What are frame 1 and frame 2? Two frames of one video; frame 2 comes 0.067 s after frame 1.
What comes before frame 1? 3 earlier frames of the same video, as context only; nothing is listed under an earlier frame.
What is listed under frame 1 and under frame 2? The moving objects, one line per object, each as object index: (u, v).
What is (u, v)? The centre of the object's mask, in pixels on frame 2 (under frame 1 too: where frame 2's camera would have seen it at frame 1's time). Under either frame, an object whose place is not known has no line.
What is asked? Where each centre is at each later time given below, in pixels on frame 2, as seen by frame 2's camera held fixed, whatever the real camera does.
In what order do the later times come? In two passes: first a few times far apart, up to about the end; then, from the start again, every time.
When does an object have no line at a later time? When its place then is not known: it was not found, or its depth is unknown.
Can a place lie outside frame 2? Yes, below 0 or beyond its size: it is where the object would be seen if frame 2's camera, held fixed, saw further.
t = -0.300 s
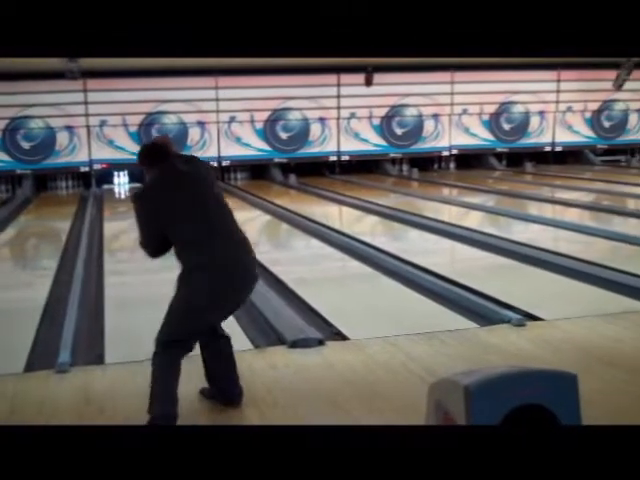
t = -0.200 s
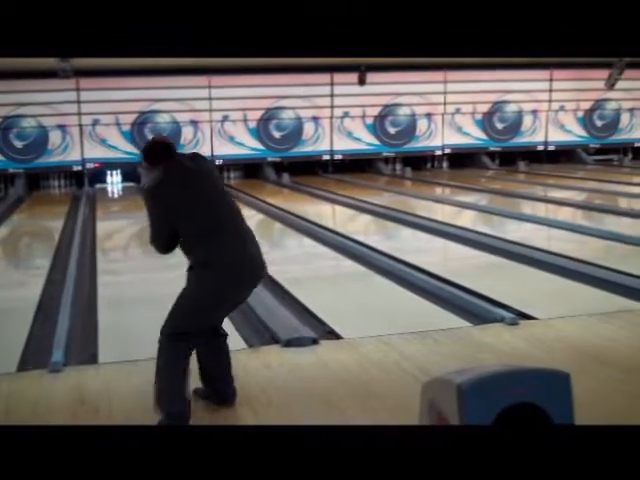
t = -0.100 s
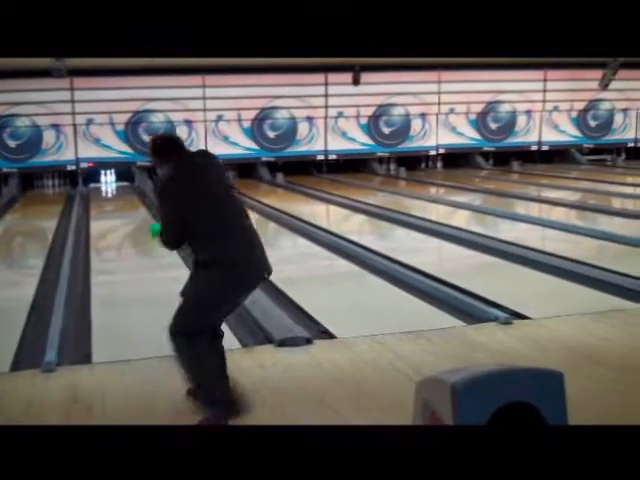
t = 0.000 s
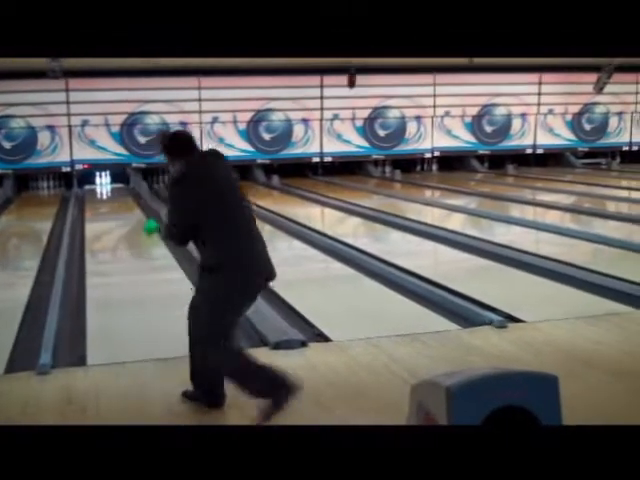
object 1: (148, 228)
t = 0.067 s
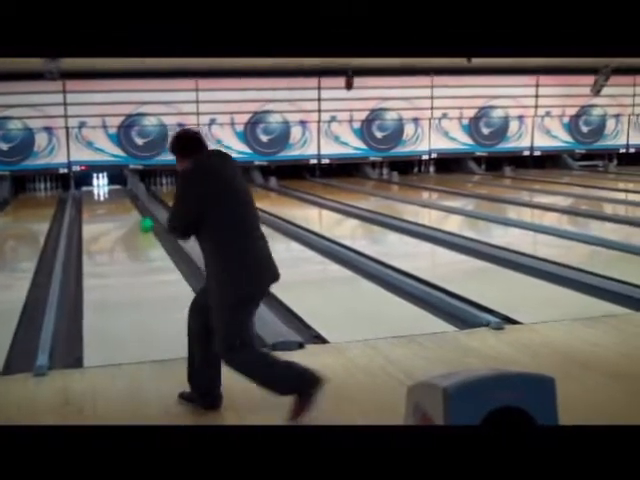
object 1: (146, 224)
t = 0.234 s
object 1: (144, 218)
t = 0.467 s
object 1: (142, 210)
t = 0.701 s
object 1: (142, 205)
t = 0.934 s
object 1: (138, 200)
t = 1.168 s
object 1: (134, 196)
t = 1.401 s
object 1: (132, 193)
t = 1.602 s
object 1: (130, 189)
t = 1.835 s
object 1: (128, 189)
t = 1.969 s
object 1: (127, 187)
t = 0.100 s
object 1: (146, 223)
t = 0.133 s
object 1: (146, 222)
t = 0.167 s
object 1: (145, 221)
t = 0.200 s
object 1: (144, 220)
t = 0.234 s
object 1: (144, 218)
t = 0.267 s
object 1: (144, 217)
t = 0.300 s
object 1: (143, 216)
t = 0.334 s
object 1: (143, 214)
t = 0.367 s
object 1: (143, 213)
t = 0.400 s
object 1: (142, 211)
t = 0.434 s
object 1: (142, 210)
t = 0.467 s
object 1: (142, 210)
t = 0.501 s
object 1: (142, 209)
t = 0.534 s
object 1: (142, 208)
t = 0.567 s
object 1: (142, 207)
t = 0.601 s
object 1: (143, 208)
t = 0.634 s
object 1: (142, 206)
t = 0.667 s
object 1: (143, 206)
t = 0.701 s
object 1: (142, 205)
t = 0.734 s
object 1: (142, 204)
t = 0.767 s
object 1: (142, 204)
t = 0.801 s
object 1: (141, 203)
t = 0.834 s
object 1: (141, 203)
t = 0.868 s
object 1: (140, 201)
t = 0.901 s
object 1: (139, 200)
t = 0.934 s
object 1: (138, 200)
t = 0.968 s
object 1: (137, 199)
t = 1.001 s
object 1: (136, 198)
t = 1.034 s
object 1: (136, 198)
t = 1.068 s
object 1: (136, 198)
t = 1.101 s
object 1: (135, 197)
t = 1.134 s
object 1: (135, 197)
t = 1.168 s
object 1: (134, 196)
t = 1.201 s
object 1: (134, 197)
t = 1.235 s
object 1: (134, 196)
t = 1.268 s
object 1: (134, 195)
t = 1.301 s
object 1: (133, 194)
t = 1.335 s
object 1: (133, 194)
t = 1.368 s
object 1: (132, 193)
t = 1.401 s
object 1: (132, 193)
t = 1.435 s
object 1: (131, 192)
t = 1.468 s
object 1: (131, 192)
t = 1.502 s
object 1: (130, 191)
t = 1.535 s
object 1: (131, 191)
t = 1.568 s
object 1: (129, 189)
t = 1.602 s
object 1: (130, 189)
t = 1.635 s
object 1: (129, 189)
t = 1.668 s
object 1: (129, 189)
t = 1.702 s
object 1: (129, 189)
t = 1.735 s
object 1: (129, 188)
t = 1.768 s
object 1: (129, 188)
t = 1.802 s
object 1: (127, 188)
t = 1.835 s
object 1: (128, 189)
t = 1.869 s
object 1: (127, 188)
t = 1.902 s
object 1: (126, 188)
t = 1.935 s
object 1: (127, 187)
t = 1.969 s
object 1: (127, 187)
